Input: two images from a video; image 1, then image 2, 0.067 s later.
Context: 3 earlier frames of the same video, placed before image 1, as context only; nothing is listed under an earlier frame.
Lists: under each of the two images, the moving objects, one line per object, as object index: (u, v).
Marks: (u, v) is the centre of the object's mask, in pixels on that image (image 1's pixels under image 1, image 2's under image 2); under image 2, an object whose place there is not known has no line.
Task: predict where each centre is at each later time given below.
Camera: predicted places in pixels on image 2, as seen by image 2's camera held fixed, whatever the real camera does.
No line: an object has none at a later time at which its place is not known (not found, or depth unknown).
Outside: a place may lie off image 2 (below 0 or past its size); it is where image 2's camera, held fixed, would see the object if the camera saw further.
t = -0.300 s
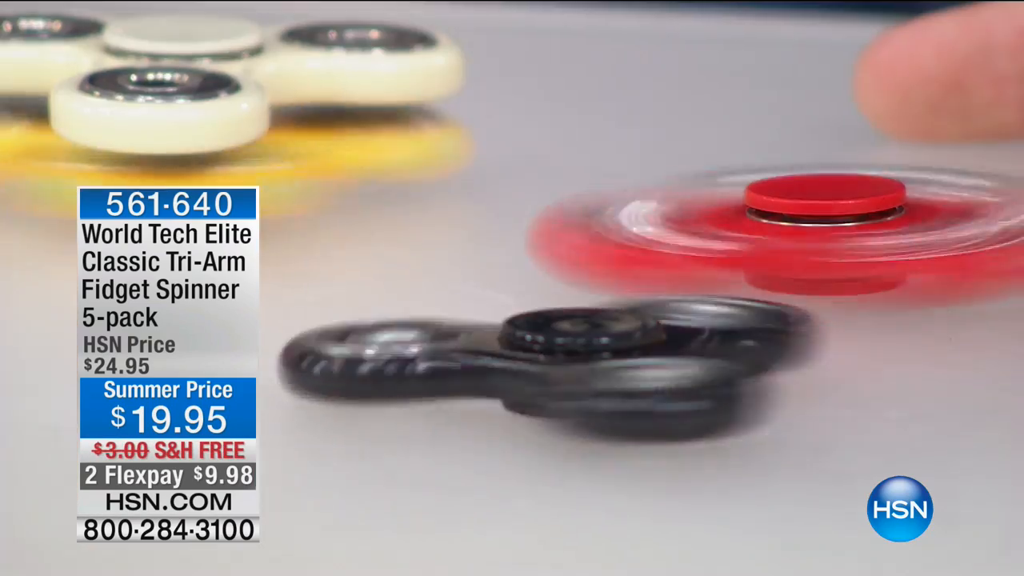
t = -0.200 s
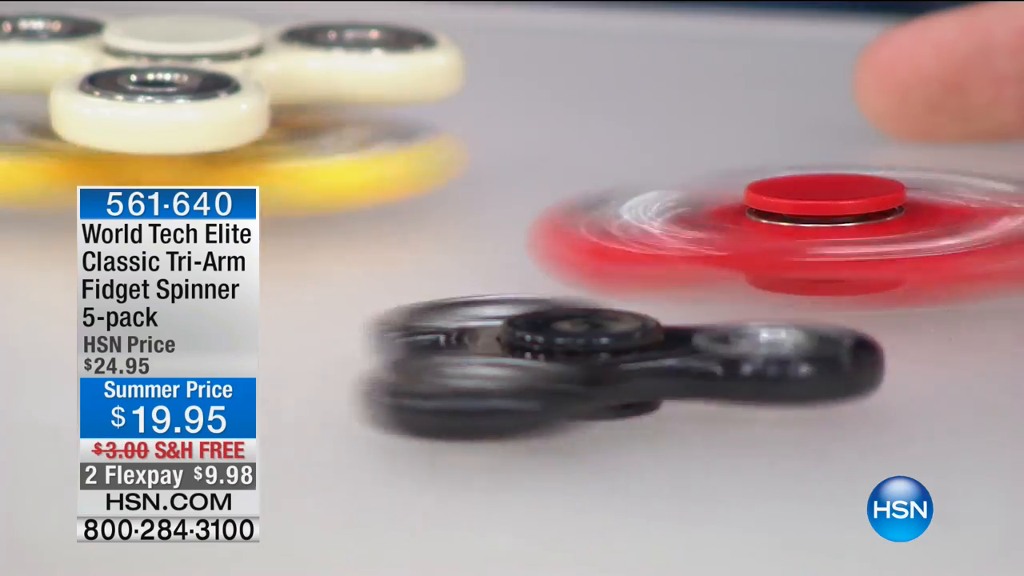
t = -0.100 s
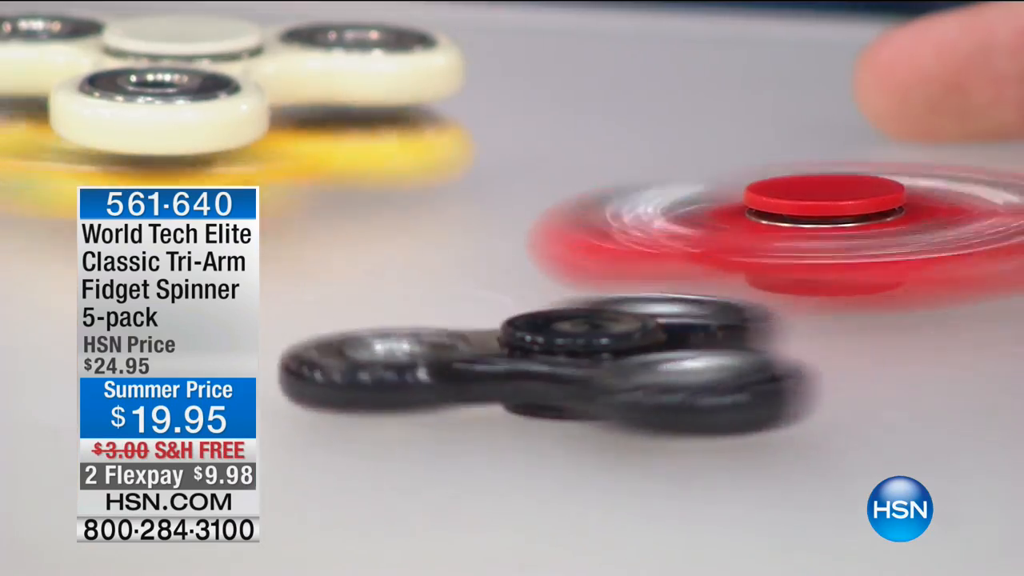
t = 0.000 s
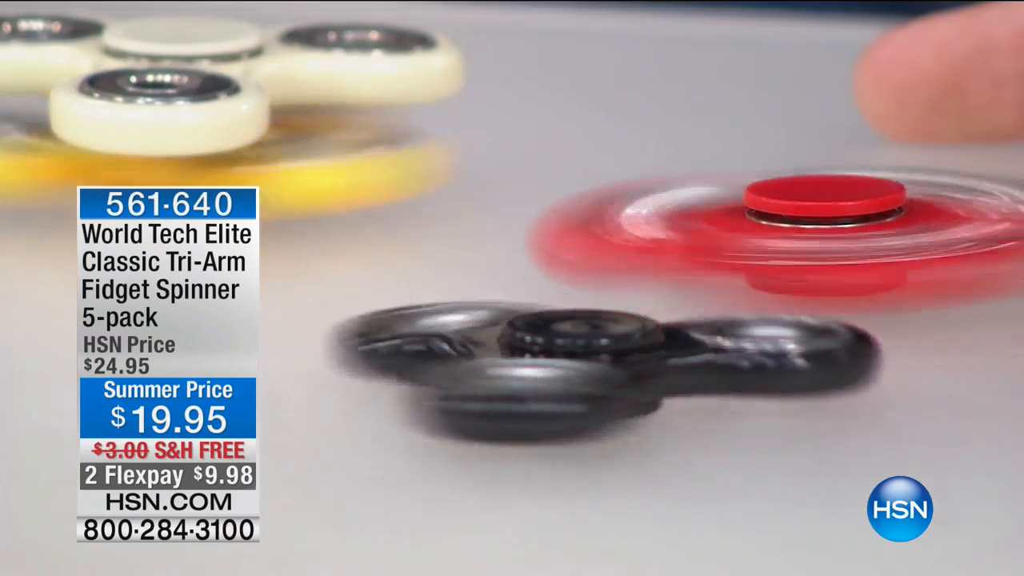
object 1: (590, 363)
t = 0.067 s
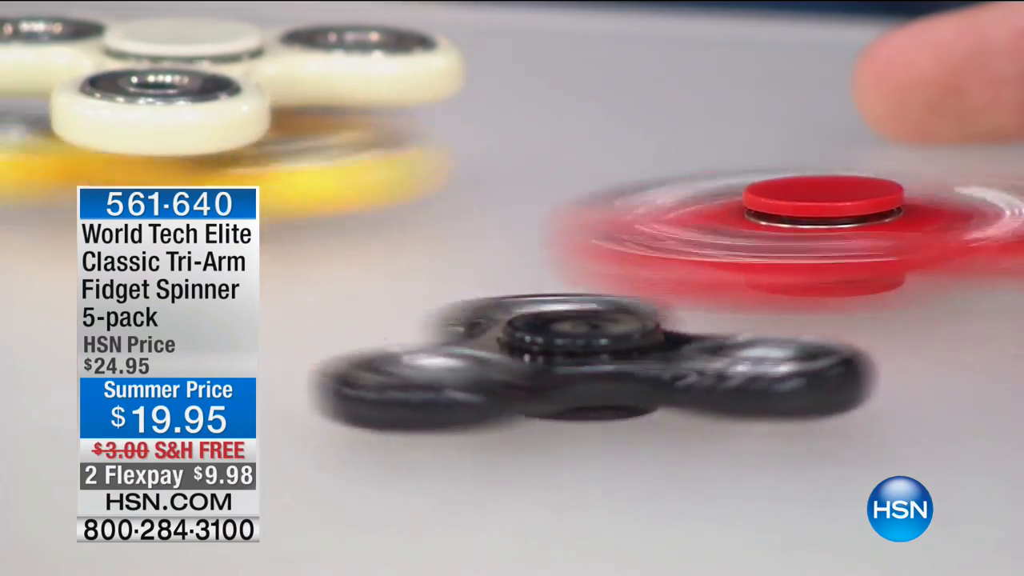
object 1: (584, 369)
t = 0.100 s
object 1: (576, 369)
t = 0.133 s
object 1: (570, 367)
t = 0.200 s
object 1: (581, 361)
